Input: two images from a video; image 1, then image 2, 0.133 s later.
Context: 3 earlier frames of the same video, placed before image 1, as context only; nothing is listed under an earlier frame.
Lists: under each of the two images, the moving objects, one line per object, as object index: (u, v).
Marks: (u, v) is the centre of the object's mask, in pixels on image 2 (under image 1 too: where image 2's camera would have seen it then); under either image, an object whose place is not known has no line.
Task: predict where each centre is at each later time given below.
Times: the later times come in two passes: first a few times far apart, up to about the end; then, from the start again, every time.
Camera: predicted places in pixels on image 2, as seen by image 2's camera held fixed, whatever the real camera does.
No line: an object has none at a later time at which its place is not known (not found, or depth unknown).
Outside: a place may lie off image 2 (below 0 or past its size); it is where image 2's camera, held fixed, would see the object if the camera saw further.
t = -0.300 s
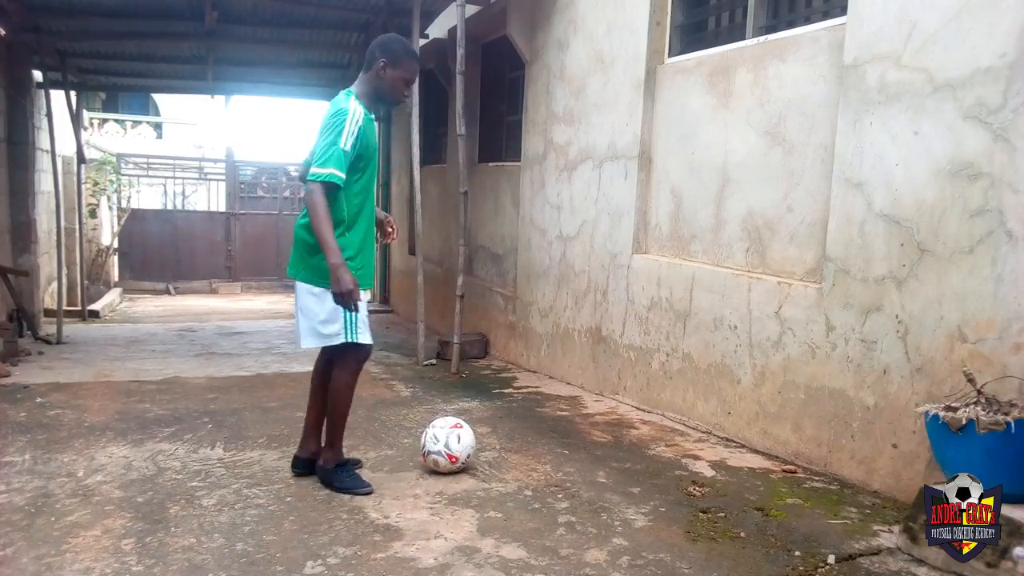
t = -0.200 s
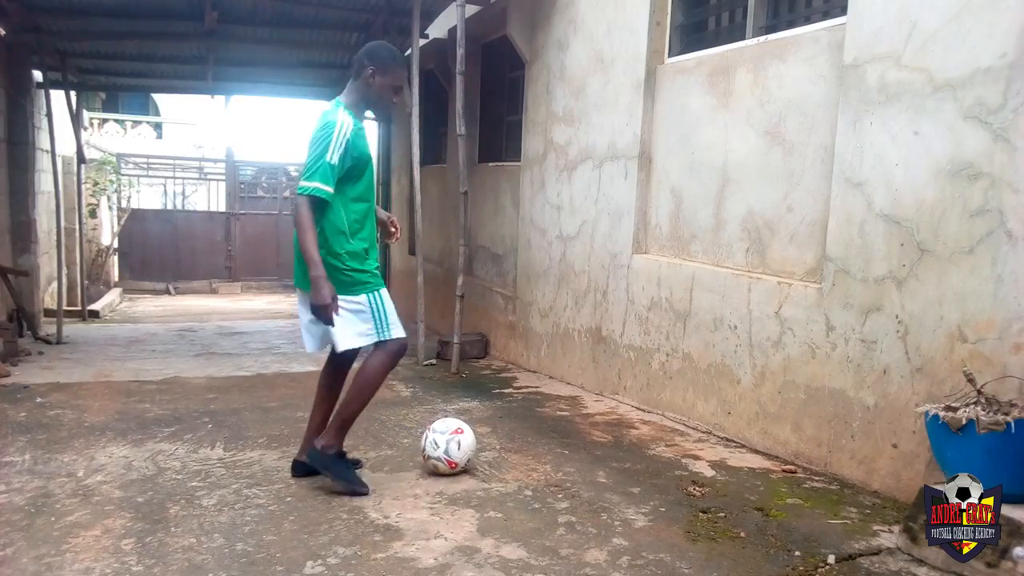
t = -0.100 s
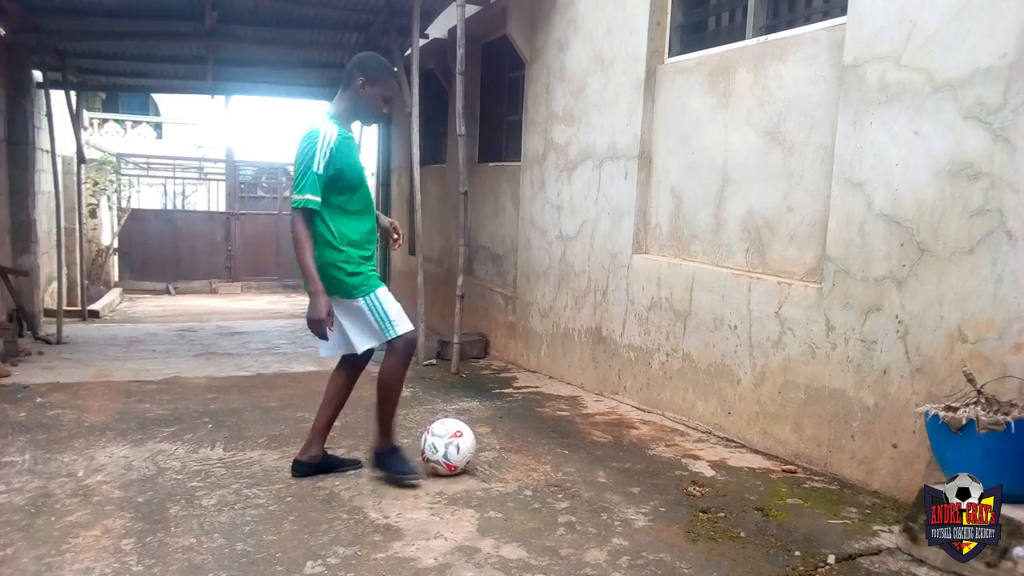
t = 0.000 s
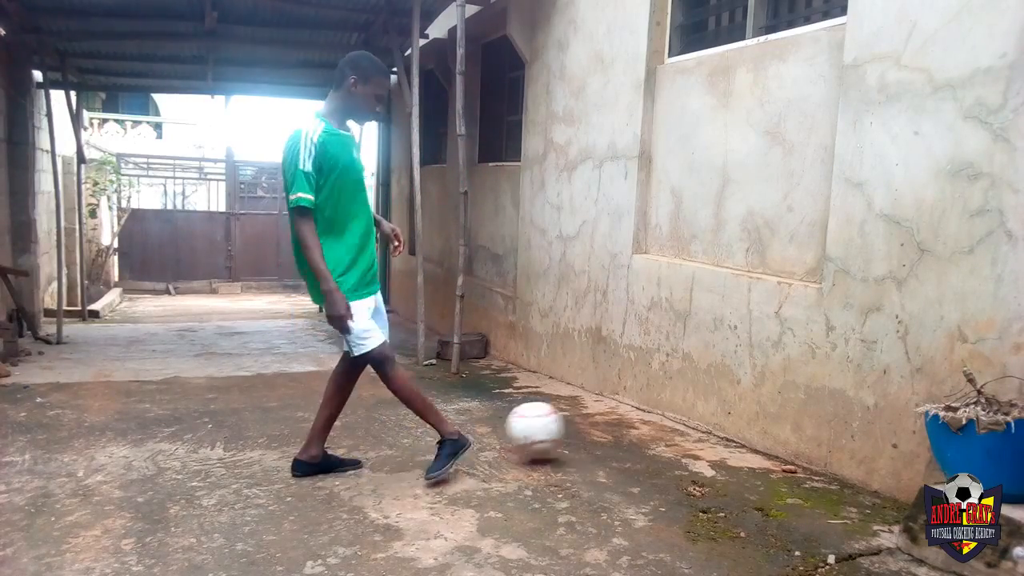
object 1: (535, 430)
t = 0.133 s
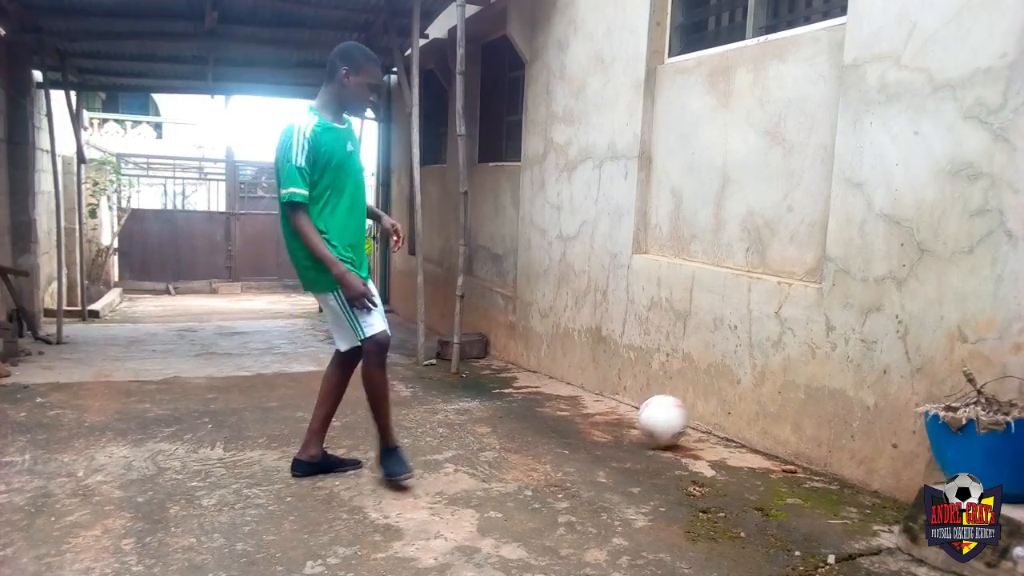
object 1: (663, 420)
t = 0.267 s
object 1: (702, 394)
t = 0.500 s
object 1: (616, 396)
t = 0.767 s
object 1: (550, 401)
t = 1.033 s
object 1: (497, 411)
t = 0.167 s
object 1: (677, 411)
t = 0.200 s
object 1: (690, 405)
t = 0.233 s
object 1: (703, 401)
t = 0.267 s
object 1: (702, 394)
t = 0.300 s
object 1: (690, 387)
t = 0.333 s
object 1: (679, 382)
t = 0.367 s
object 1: (666, 380)
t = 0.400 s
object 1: (653, 381)
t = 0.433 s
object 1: (642, 383)
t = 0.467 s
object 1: (629, 388)
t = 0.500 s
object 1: (616, 396)
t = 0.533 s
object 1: (603, 406)
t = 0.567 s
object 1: (588, 421)
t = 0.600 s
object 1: (579, 425)
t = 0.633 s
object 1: (573, 416)
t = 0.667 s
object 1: (568, 408)
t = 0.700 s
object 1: (562, 403)
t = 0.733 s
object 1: (556, 401)
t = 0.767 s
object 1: (550, 401)
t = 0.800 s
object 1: (544, 403)
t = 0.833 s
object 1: (538, 408)
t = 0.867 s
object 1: (531, 416)
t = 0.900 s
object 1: (524, 427)
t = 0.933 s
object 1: (517, 423)
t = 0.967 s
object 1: (511, 415)
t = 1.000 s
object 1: (504, 413)
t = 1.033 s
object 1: (497, 411)
